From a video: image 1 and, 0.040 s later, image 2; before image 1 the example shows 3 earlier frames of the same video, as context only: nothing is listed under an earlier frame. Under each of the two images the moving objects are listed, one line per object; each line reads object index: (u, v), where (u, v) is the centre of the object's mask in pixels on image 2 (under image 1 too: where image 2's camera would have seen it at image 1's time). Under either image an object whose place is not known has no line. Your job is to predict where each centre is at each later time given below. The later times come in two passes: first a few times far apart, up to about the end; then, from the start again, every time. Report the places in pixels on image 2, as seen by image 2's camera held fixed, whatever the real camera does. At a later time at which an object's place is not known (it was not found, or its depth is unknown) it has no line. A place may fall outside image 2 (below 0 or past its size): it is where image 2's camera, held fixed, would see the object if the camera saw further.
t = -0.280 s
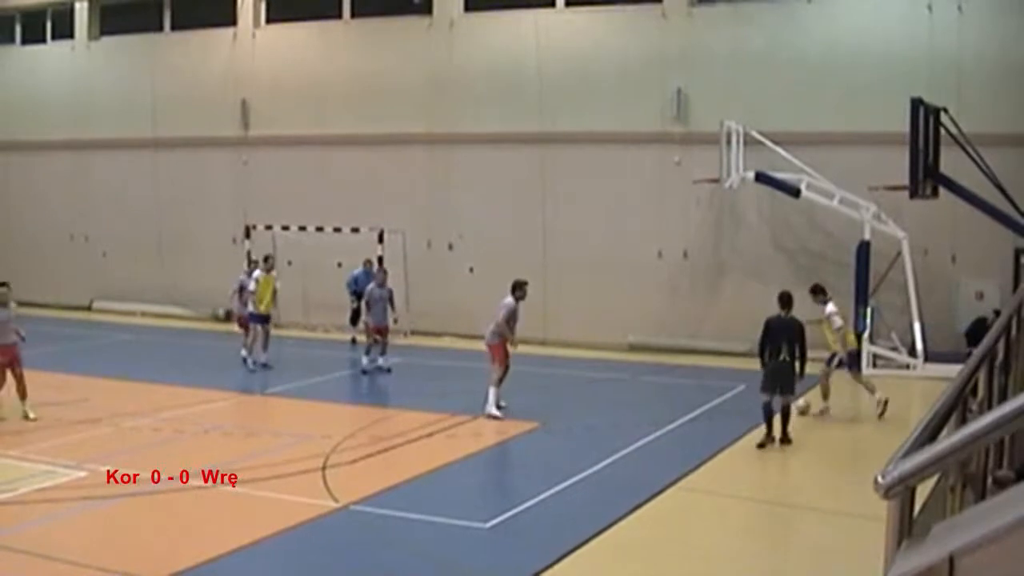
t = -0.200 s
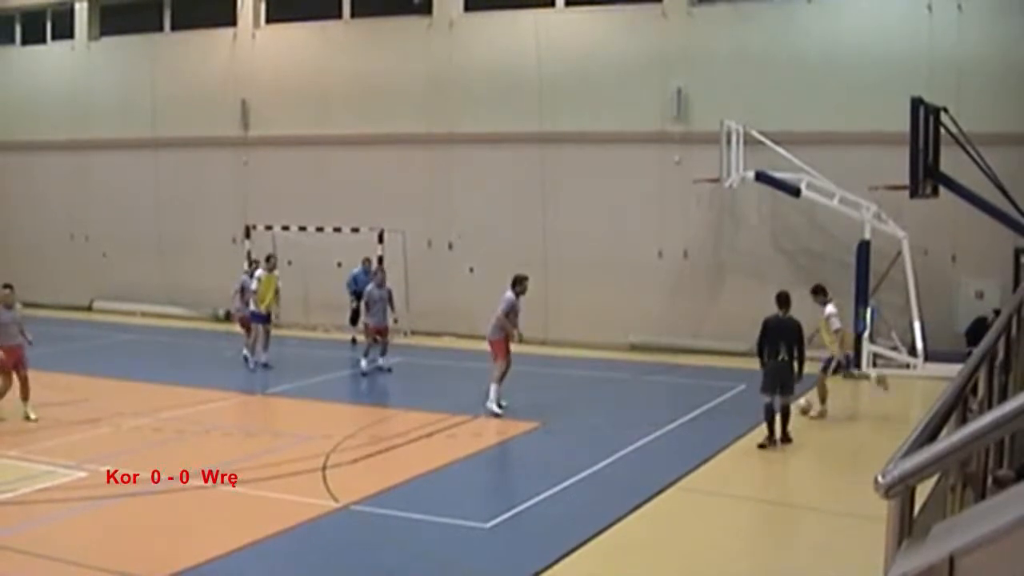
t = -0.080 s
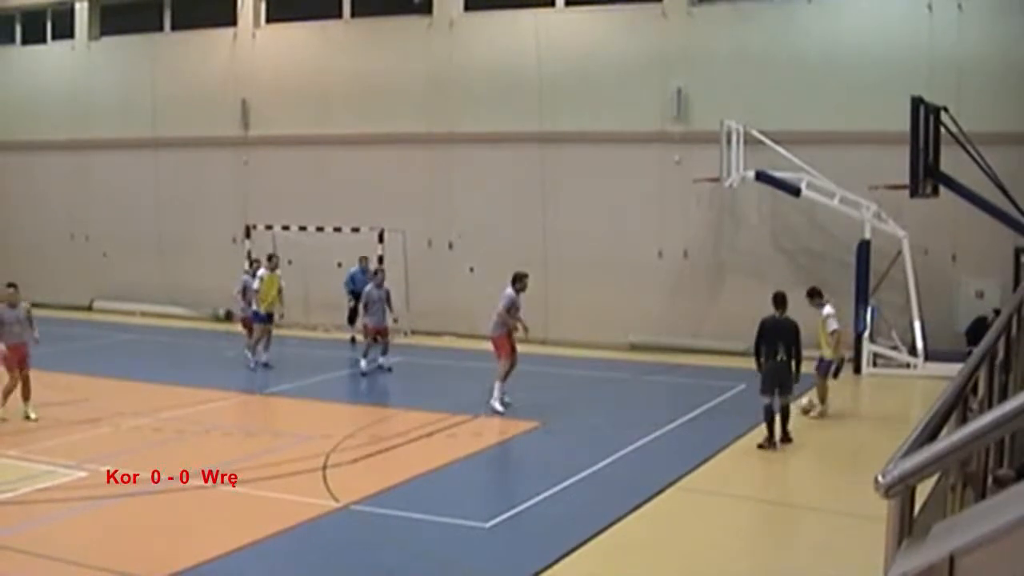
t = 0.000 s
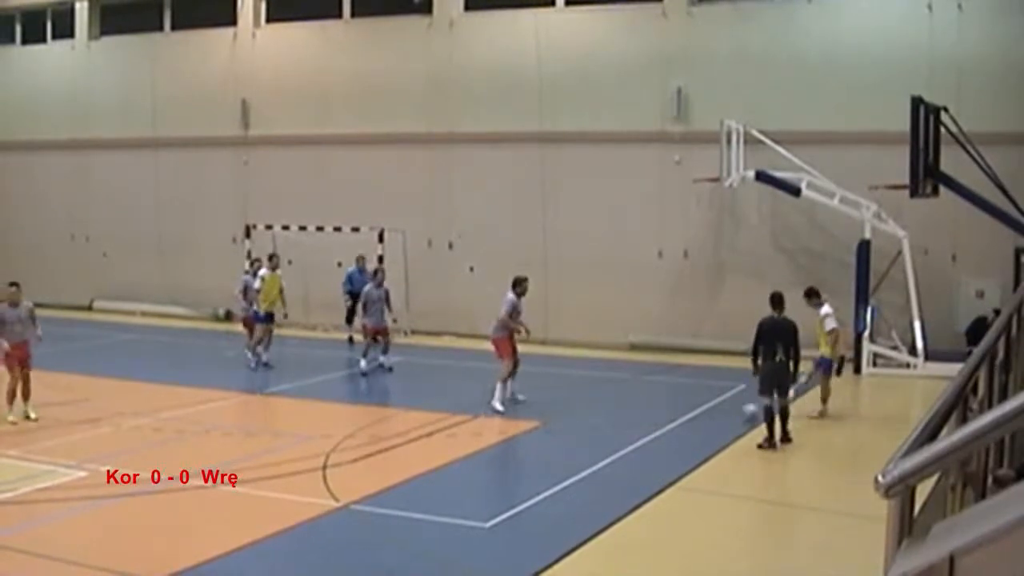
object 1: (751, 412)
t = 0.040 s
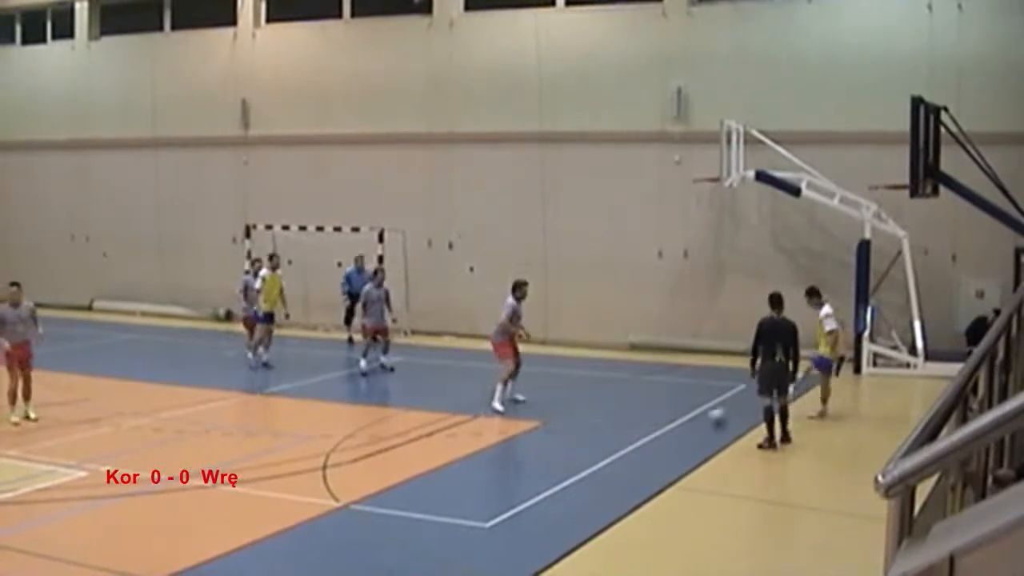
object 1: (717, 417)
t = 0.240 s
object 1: (542, 441)
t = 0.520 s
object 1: (283, 477)
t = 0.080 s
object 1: (683, 423)
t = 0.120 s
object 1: (649, 426)
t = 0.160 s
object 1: (614, 431)
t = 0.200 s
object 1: (579, 437)
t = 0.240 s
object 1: (542, 441)
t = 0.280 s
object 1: (507, 447)
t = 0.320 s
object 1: (471, 452)
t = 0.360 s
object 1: (433, 458)
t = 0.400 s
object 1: (397, 461)
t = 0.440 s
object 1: (360, 464)
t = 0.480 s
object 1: (321, 469)
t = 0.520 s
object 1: (283, 477)
